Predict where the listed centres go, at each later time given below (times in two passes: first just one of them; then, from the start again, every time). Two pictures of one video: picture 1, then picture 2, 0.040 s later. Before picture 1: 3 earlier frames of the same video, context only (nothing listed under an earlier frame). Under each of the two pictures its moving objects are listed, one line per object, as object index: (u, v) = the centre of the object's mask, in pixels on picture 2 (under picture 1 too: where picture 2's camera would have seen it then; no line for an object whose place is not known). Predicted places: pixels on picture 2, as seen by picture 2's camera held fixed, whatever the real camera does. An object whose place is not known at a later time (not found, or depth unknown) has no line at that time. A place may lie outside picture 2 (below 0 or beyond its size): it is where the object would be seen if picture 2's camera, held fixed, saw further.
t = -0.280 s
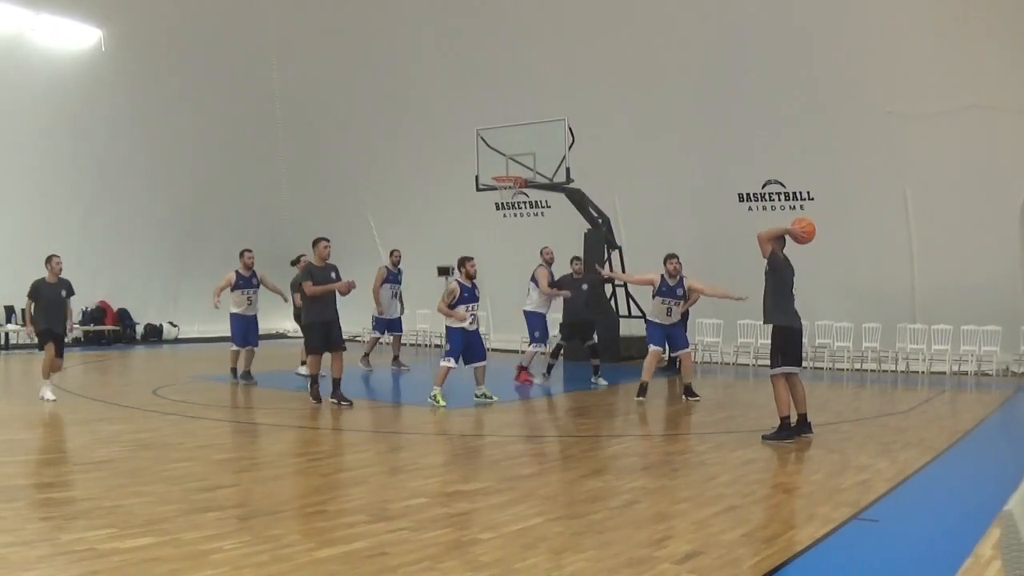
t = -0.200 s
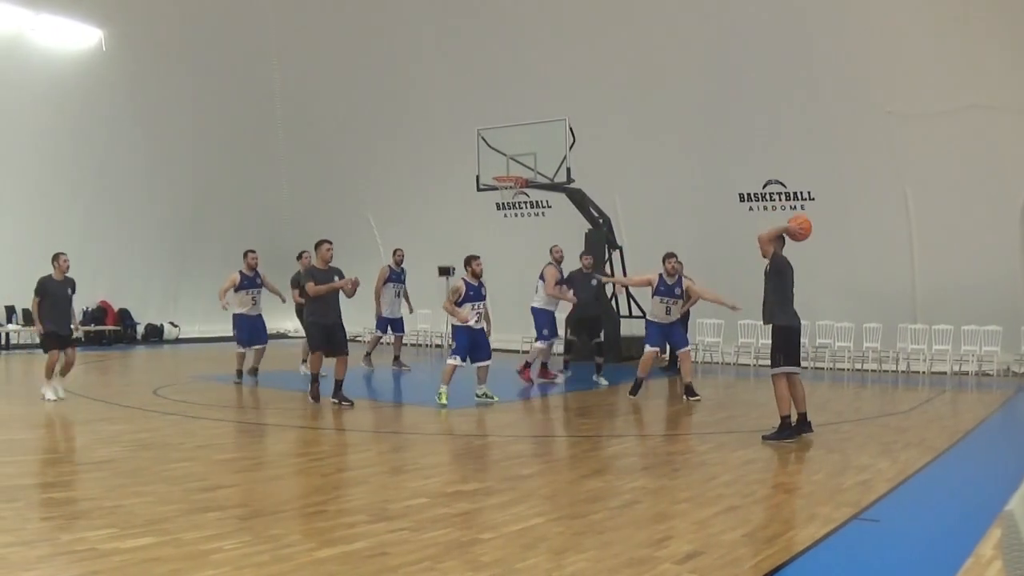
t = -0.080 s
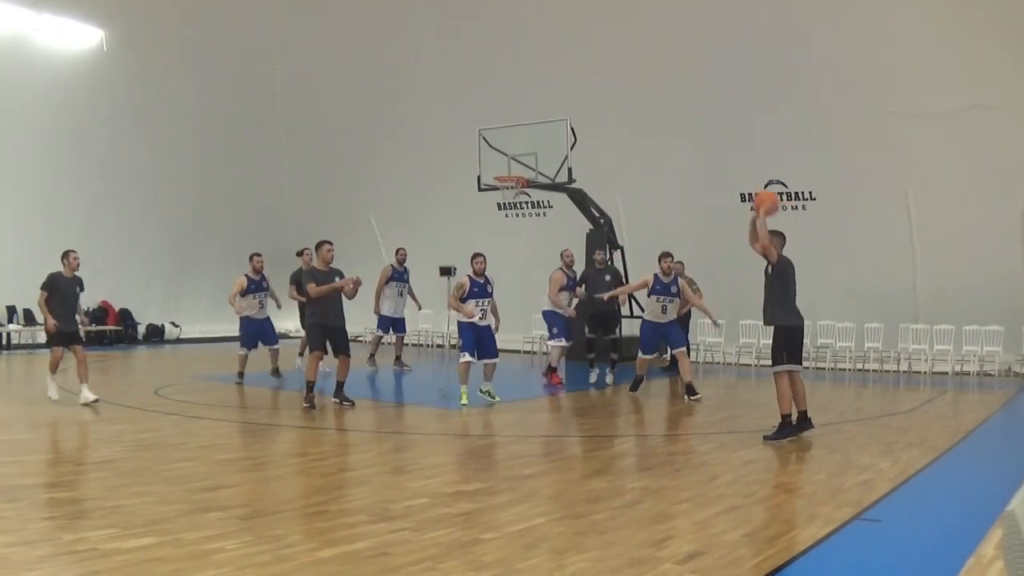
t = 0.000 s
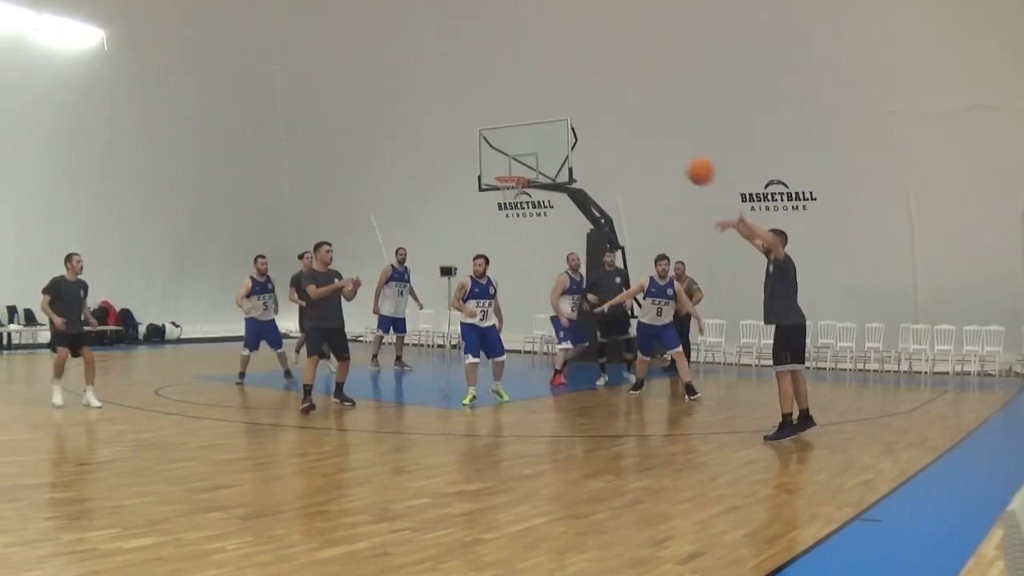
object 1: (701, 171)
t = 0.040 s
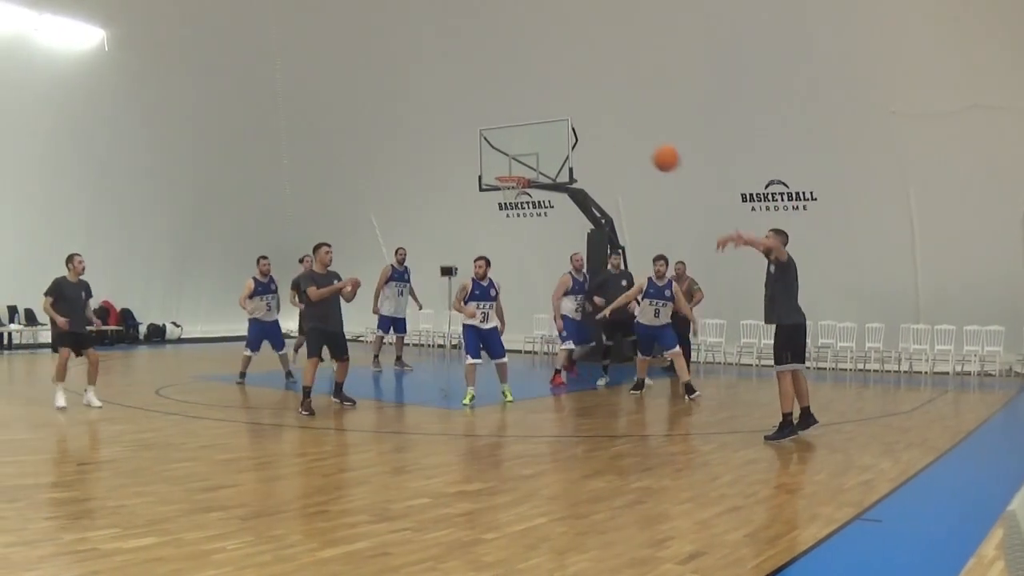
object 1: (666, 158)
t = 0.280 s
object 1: (459, 121)
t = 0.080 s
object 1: (631, 147)
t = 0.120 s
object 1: (596, 137)
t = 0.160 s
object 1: (562, 130)
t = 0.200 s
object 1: (528, 125)
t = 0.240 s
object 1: (493, 122)
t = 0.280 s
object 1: (459, 121)
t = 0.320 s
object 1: (426, 121)
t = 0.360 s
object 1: (393, 122)
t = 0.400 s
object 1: (361, 126)
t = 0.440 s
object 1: (330, 131)
